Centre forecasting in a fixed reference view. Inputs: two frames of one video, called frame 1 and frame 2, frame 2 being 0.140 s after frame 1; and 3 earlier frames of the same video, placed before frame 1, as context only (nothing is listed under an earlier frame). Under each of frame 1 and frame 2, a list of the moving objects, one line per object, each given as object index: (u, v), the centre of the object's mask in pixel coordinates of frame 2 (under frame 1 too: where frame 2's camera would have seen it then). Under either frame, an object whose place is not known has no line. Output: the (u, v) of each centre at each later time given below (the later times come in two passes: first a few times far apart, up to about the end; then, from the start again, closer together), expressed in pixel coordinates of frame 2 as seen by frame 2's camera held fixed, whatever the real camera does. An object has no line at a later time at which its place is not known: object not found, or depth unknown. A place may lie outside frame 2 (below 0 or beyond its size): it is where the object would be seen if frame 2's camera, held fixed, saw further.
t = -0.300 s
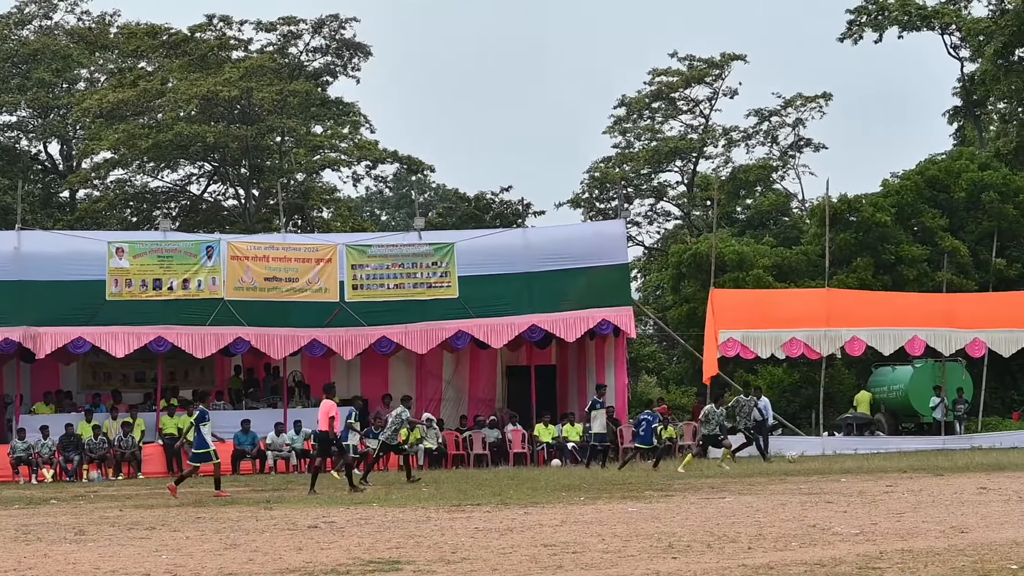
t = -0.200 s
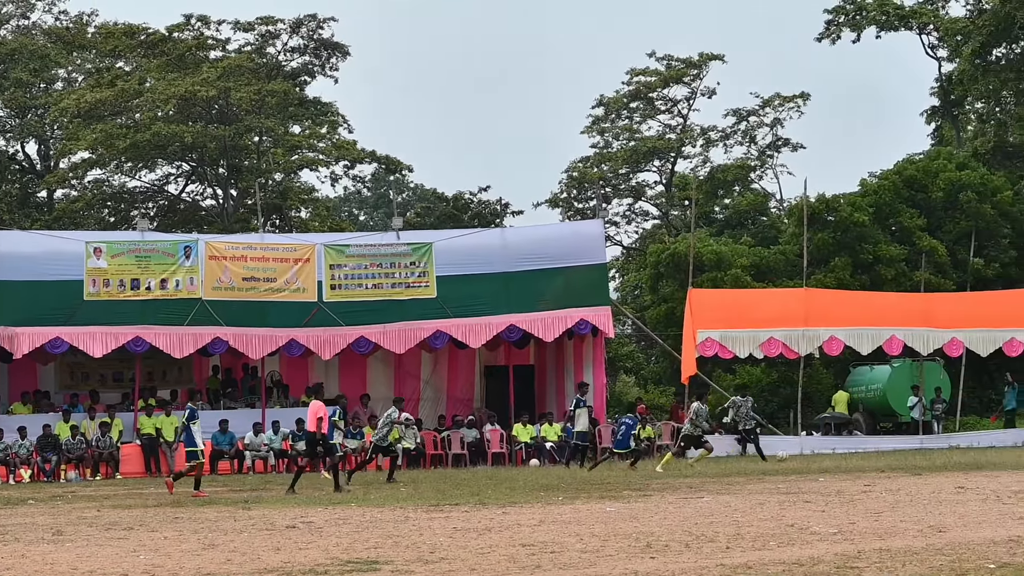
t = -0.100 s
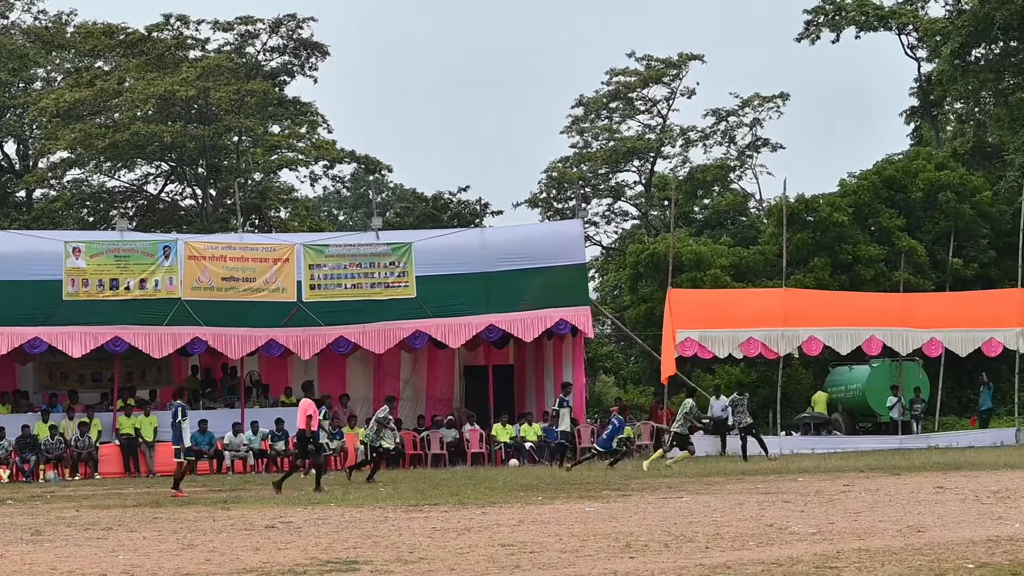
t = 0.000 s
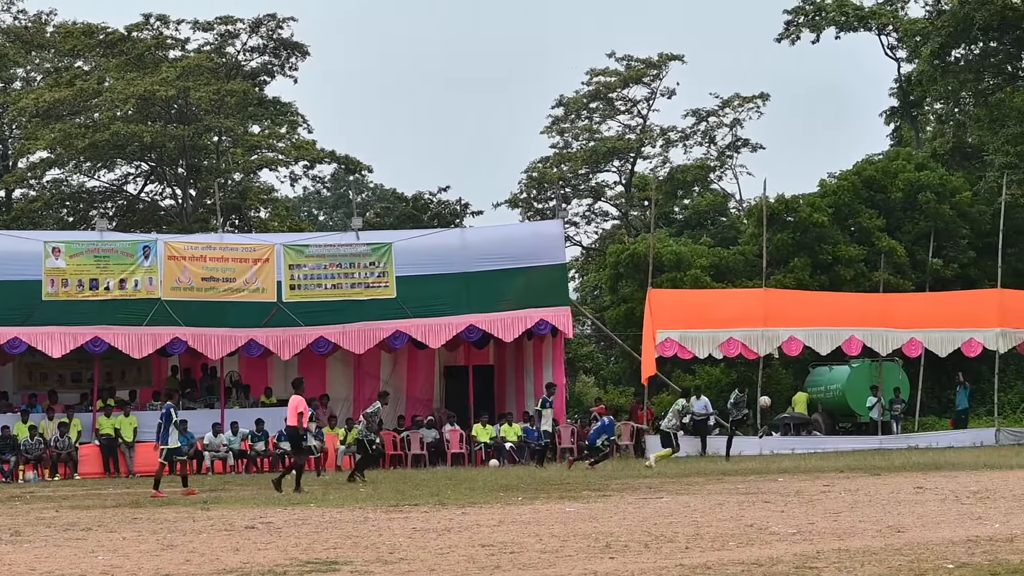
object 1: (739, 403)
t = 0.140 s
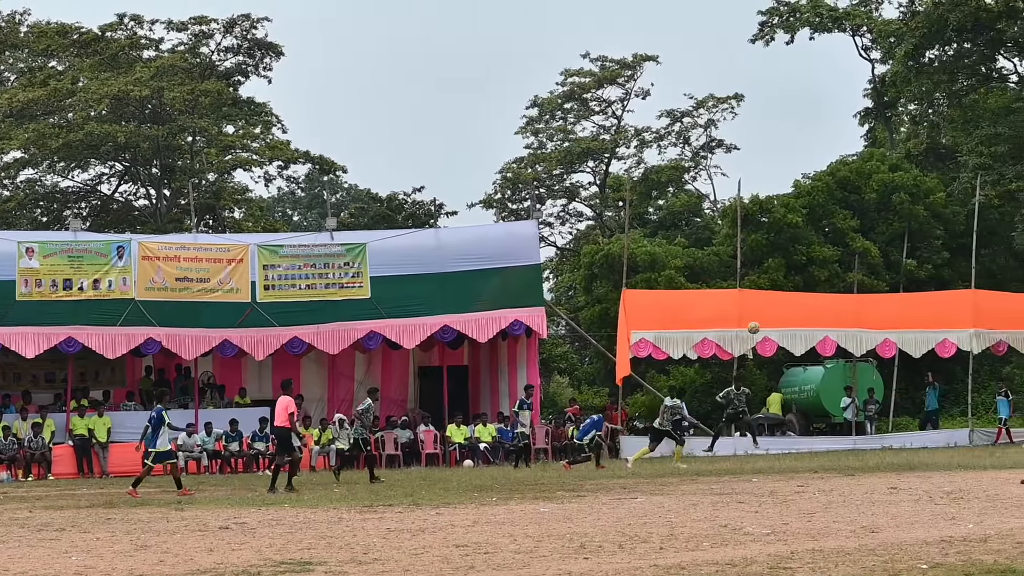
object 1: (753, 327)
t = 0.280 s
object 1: (767, 259)
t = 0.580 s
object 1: (797, 139)
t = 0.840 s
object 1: (824, 67)
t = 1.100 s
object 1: (852, 29)
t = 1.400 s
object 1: (888, 32)
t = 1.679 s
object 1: (924, 89)
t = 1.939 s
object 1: (959, 197)
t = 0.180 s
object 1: (757, 307)
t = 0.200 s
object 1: (759, 297)
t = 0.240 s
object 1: (763, 278)
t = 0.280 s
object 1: (767, 259)
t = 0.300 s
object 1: (770, 250)
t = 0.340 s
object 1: (773, 232)
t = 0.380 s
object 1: (778, 215)
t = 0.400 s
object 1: (779, 207)
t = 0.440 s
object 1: (784, 191)
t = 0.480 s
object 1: (788, 176)
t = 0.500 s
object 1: (790, 169)
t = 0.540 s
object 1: (794, 154)
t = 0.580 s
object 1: (797, 139)
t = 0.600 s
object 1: (800, 133)
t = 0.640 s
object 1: (804, 120)
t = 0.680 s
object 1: (808, 108)
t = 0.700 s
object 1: (810, 103)
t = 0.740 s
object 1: (814, 92)
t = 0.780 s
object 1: (818, 81)
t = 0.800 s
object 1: (820, 77)
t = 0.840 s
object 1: (824, 67)
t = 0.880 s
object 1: (829, 60)
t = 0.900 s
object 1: (831, 56)
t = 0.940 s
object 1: (835, 49)
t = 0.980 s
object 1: (839, 43)
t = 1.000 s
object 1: (842, 40)
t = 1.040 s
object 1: (846, 34)
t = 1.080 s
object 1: (850, 30)
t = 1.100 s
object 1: (852, 29)
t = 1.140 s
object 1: (857, 27)
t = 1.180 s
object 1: (862, 24)
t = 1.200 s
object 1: (864, 24)
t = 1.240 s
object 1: (869, 24)
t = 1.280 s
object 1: (874, 23)
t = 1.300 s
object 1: (876, 24)
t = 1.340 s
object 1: (881, 26)
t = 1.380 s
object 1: (886, 29)
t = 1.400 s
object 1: (888, 32)
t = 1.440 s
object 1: (893, 37)
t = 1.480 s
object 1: (898, 43)
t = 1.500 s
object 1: (900, 46)
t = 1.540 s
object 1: (905, 54)
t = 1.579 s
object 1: (911, 62)
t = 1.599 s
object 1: (913, 67)
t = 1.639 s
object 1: (919, 77)
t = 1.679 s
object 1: (924, 89)
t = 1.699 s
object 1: (926, 95)
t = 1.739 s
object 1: (932, 109)
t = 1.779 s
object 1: (937, 124)
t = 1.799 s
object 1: (940, 132)
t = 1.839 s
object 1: (945, 149)
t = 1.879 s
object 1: (951, 167)
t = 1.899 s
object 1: (953, 177)
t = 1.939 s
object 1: (959, 197)
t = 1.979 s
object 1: (965, 219)
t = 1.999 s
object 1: (967, 230)
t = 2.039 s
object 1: (973, 254)
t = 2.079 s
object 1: (980, 279)
